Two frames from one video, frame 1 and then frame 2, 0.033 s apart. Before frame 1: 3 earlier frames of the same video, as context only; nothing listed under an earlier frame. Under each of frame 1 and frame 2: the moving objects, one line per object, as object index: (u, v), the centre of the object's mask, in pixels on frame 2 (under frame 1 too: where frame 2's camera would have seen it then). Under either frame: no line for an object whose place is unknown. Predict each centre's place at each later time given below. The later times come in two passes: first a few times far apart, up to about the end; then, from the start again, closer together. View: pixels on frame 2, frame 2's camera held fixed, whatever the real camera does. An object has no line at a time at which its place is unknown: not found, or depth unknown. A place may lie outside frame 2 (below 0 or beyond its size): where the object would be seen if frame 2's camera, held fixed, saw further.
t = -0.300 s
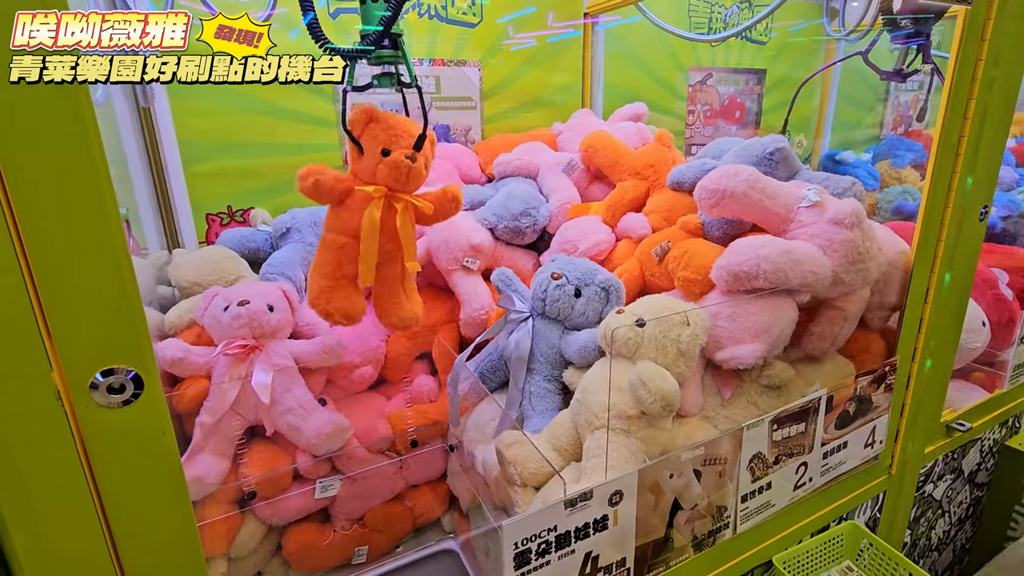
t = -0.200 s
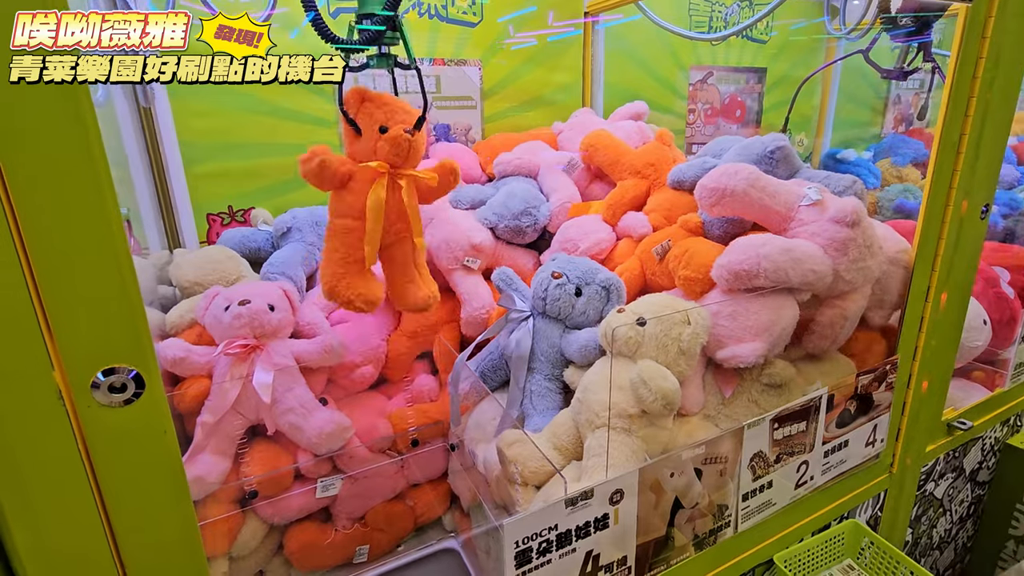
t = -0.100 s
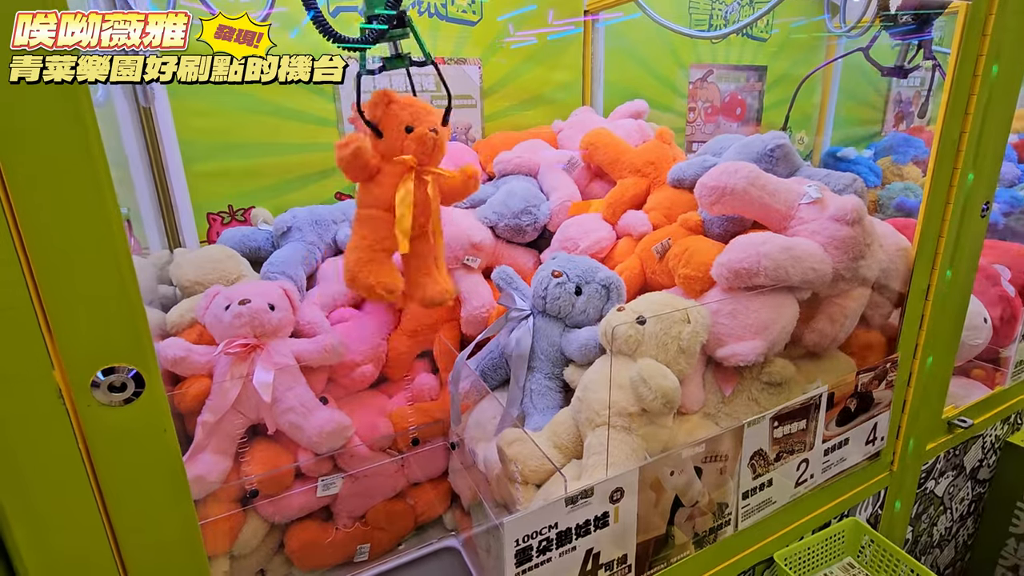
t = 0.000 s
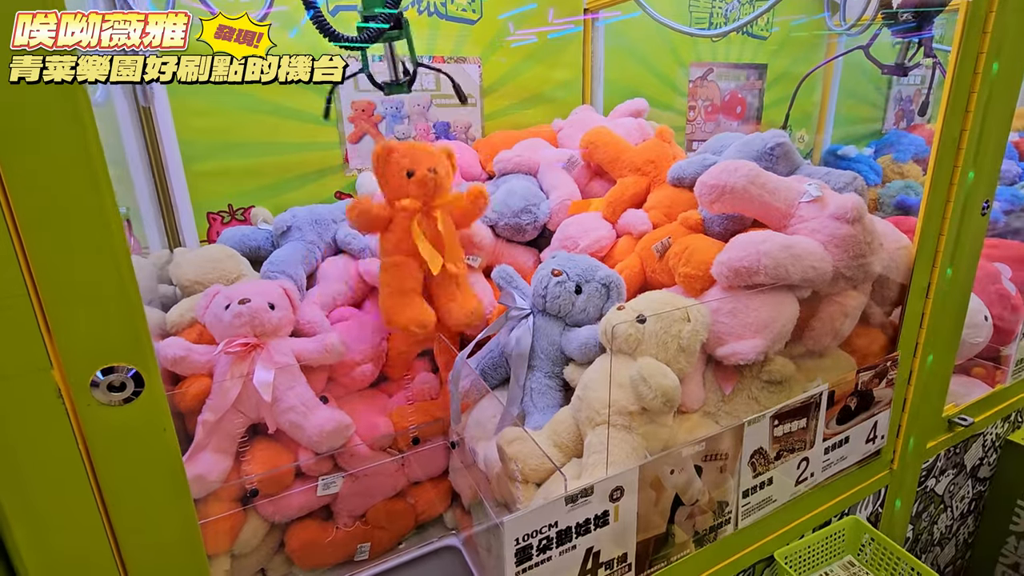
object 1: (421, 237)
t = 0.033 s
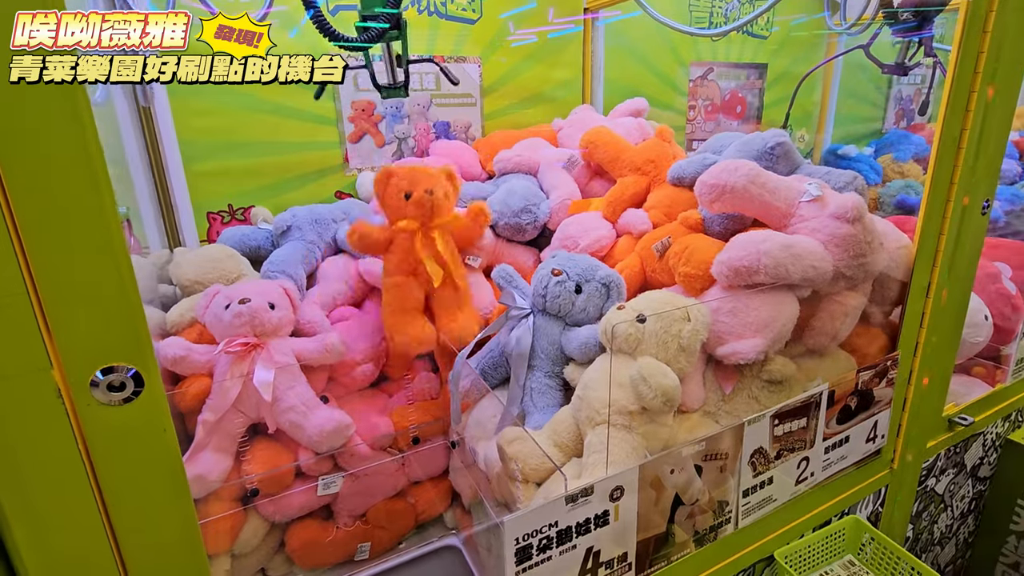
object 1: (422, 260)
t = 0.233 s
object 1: (376, 324)
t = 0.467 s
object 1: (375, 326)
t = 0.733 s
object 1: (378, 322)
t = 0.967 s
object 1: (378, 322)
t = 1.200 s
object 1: (378, 322)
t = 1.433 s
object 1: (378, 322)
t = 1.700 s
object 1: (378, 322)
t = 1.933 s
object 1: (378, 323)
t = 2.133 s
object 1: (378, 323)
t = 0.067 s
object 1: (419, 278)
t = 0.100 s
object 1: (413, 294)
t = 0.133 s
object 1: (401, 306)
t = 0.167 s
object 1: (389, 316)
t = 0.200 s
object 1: (380, 322)
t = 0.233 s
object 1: (376, 324)
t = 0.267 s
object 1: (374, 326)
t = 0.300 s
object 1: (373, 329)
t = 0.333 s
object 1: (373, 329)
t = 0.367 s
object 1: (373, 328)
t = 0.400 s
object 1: (374, 327)
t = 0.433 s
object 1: (374, 327)
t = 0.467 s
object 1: (375, 326)
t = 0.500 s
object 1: (376, 326)
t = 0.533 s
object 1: (377, 324)
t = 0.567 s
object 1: (378, 323)
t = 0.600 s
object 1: (378, 322)
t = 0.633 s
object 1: (378, 322)
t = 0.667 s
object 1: (378, 322)
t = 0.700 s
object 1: (378, 322)
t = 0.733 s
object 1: (378, 322)
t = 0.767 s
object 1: (378, 323)
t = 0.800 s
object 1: (378, 323)
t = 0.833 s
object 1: (378, 323)
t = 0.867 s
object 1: (377, 323)
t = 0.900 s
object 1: (378, 323)
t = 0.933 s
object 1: (378, 322)
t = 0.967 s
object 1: (378, 322)
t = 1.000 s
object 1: (378, 322)
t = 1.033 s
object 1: (378, 322)
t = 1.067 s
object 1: (378, 322)
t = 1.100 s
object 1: (378, 322)
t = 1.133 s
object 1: (378, 322)
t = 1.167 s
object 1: (378, 322)
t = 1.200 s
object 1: (378, 322)
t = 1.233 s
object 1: (378, 322)
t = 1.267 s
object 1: (378, 322)
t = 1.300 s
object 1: (378, 322)
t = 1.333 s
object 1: (378, 322)
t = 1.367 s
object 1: (378, 322)
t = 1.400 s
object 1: (378, 322)
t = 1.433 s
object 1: (378, 322)
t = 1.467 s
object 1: (378, 322)
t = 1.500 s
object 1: (378, 322)
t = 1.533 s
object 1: (378, 322)
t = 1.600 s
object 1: (378, 323)
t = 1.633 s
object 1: (378, 323)
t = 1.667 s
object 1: (378, 323)
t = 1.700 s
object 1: (378, 322)
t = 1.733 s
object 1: (378, 323)
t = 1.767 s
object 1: (378, 323)
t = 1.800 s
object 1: (378, 323)
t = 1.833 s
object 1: (378, 323)
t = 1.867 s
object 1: (378, 323)
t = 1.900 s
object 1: (378, 323)
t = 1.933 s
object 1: (378, 323)
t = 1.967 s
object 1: (378, 323)
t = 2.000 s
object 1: (378, 323)
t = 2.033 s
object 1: (378, 323)
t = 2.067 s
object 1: (378, 323)
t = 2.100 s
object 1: (378, 323)
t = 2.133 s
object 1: (378, 323)
